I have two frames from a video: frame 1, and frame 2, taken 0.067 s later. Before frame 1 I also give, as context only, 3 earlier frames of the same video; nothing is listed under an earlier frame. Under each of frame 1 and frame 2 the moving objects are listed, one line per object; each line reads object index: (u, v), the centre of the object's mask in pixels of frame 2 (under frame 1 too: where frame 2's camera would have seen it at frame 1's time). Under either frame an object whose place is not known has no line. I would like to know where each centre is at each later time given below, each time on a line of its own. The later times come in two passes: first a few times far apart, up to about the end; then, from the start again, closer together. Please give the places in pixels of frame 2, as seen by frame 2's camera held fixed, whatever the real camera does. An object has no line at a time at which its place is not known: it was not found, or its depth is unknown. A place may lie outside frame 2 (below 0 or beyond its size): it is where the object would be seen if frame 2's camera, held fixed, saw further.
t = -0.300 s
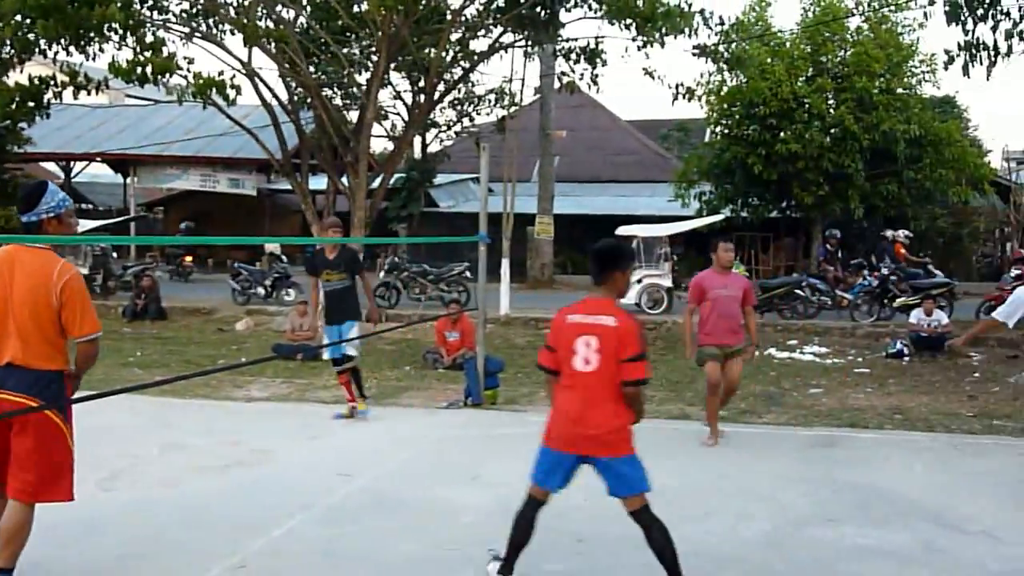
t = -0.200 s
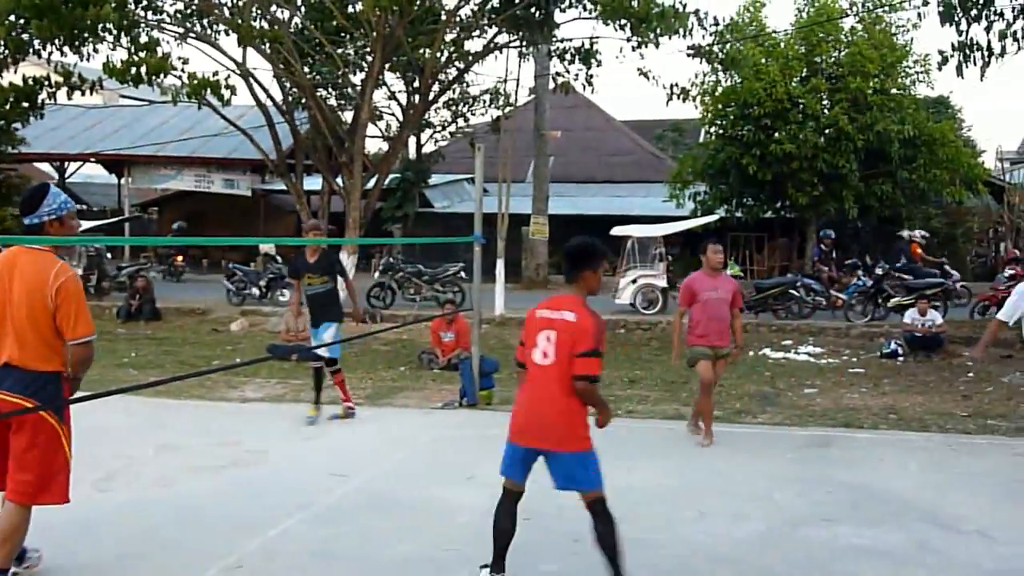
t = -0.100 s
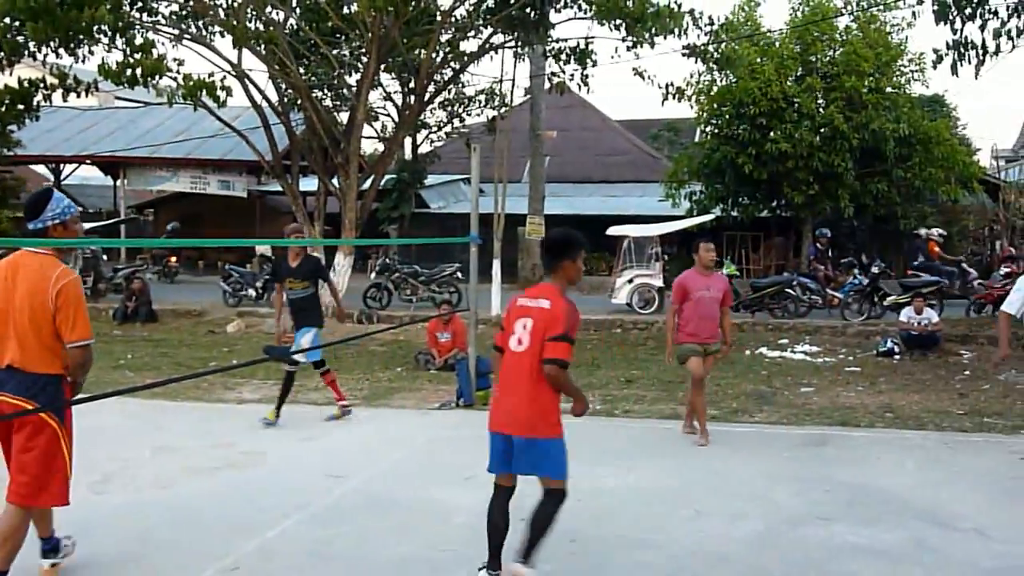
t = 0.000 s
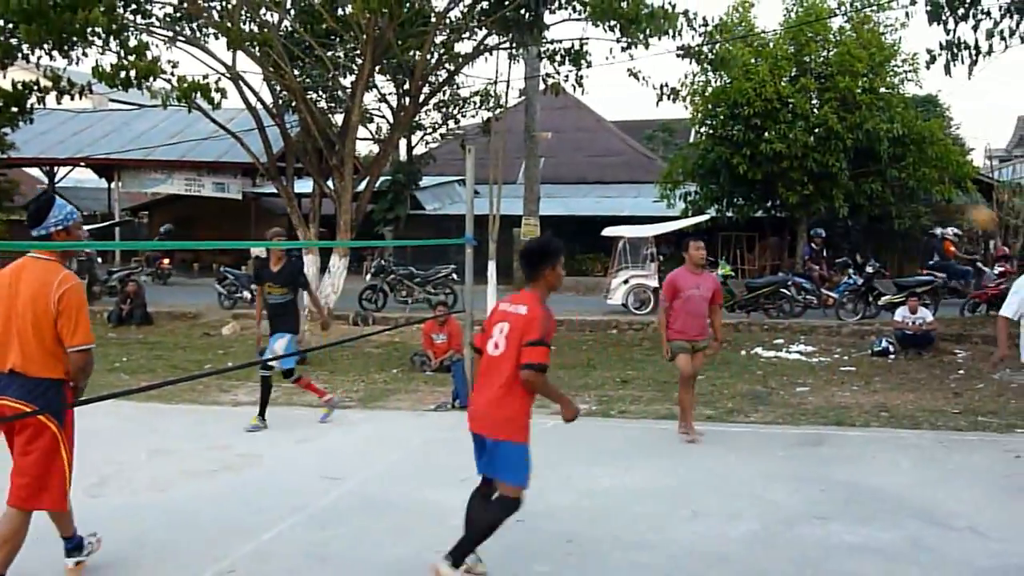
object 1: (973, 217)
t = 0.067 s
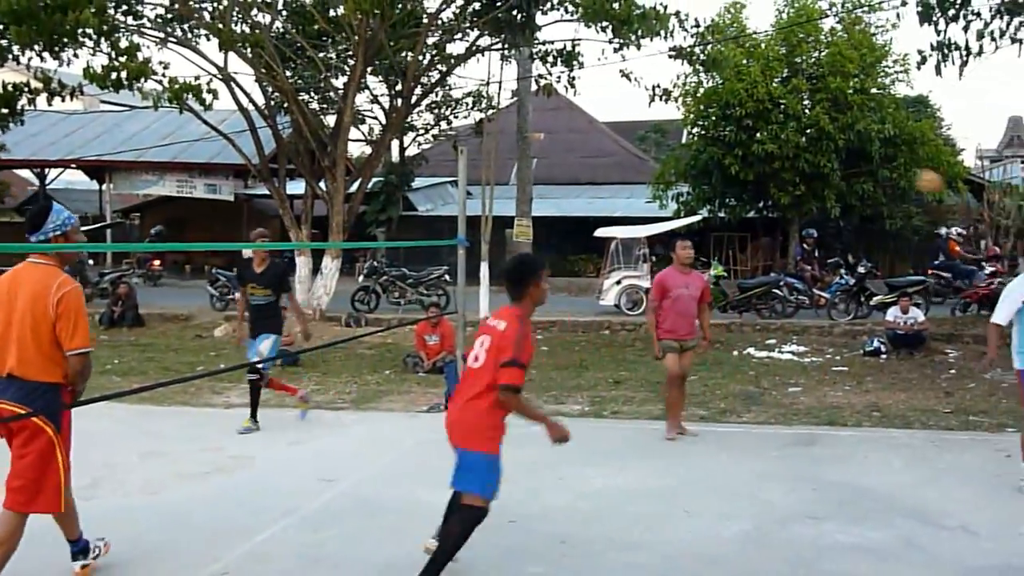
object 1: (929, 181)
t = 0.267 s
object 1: (800, 123)
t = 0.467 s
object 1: (674, 135)
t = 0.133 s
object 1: (885, 154)
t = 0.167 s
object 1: (864, 144)
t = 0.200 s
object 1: (843, 135)
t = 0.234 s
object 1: (822, 127)
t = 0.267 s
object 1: (800, 123)
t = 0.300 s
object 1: (778, 120)
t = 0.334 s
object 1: (757, 119)
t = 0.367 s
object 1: (737, 120)
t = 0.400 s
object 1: (715, 124)
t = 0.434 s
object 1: (695, 127)
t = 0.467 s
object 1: (674, 135)
